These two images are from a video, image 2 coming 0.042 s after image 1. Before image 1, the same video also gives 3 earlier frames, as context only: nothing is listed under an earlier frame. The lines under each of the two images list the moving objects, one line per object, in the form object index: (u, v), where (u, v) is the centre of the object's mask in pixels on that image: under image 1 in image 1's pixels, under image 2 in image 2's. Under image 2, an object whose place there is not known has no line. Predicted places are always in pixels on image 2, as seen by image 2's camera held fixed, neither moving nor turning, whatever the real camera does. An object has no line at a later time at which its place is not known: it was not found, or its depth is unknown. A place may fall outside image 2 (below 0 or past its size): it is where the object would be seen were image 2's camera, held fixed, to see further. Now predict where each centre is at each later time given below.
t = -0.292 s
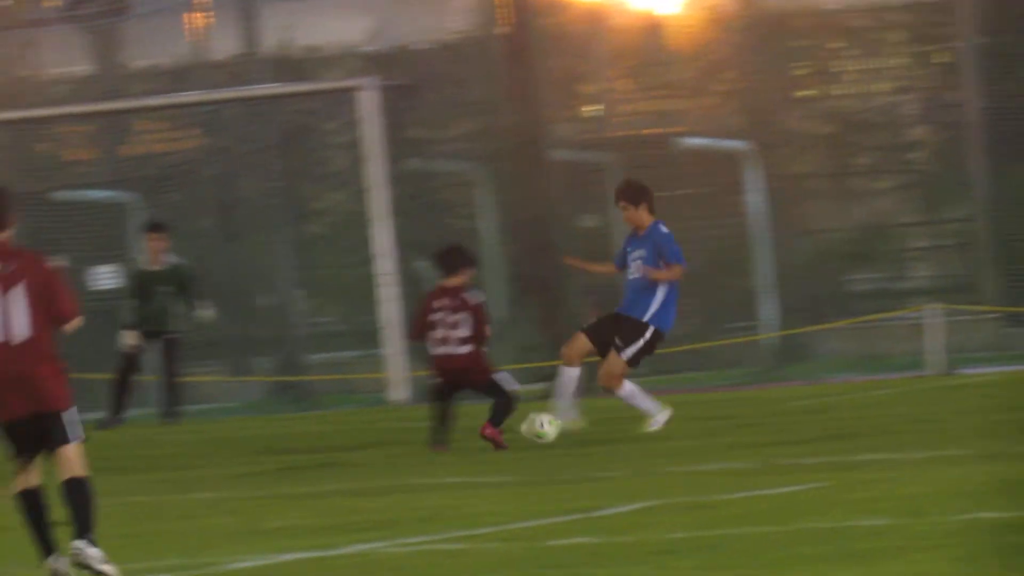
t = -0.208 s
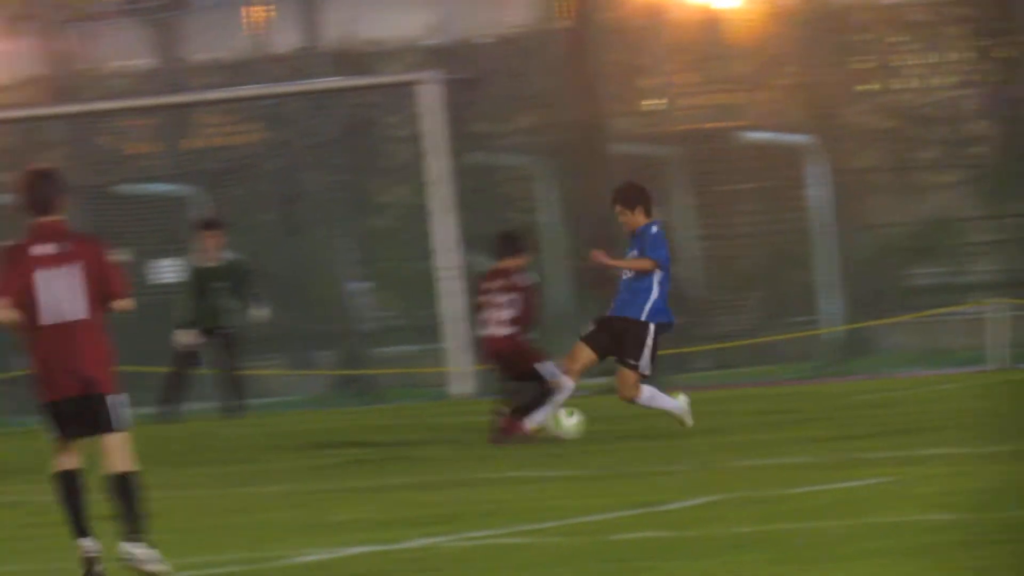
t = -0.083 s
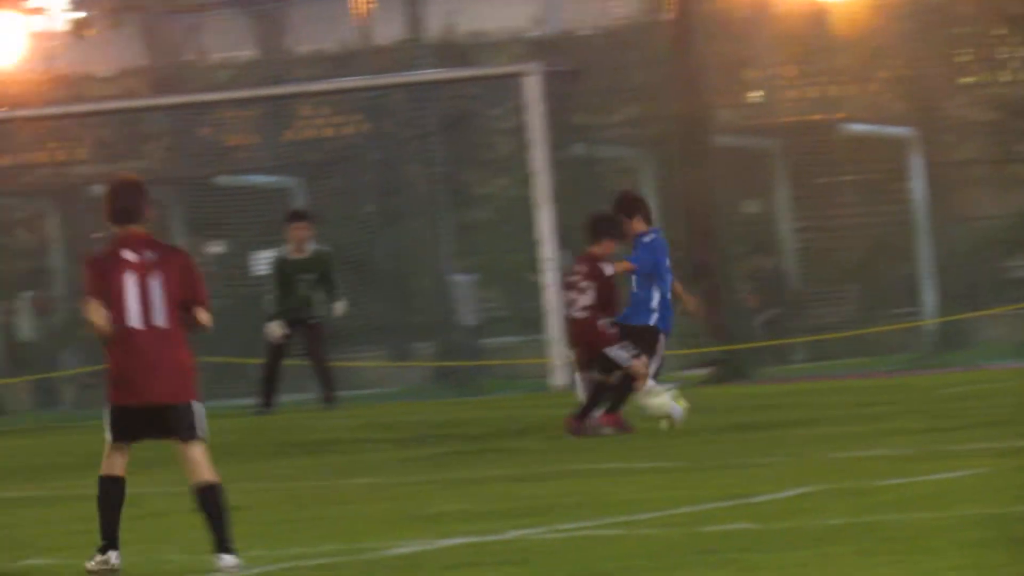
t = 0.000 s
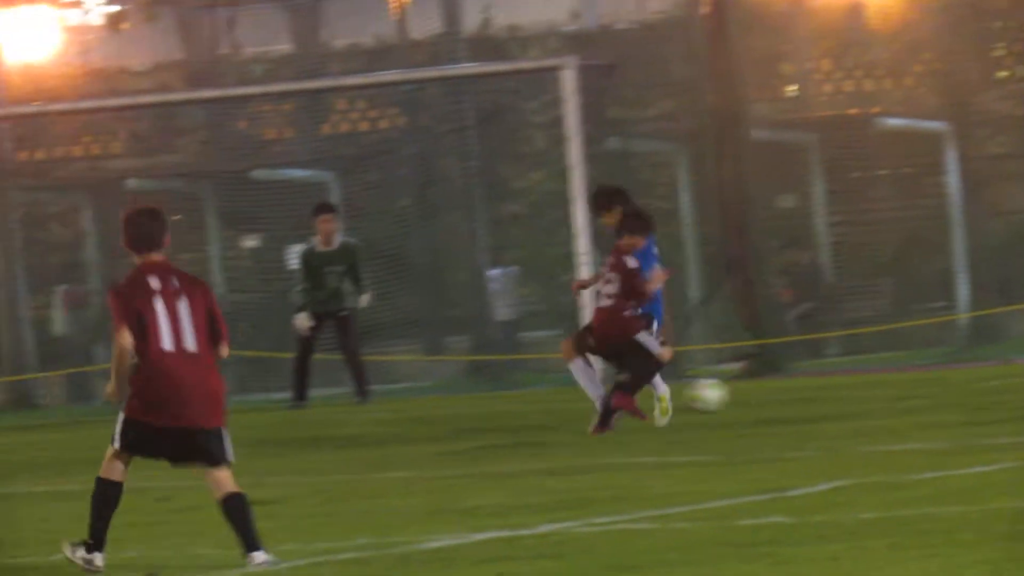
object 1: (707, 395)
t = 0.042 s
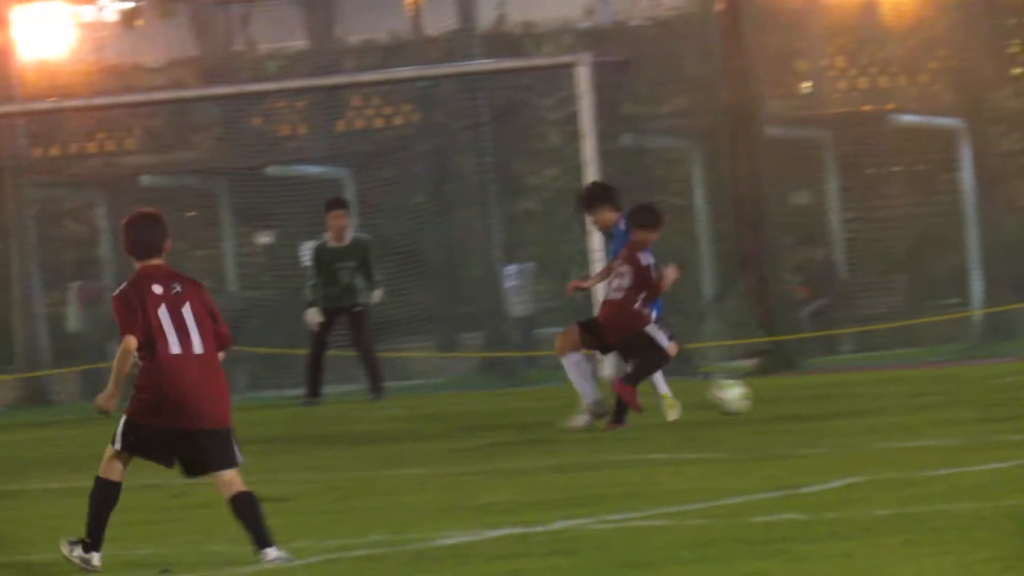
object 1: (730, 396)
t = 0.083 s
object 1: (737, 402)
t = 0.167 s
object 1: (745, 402)
